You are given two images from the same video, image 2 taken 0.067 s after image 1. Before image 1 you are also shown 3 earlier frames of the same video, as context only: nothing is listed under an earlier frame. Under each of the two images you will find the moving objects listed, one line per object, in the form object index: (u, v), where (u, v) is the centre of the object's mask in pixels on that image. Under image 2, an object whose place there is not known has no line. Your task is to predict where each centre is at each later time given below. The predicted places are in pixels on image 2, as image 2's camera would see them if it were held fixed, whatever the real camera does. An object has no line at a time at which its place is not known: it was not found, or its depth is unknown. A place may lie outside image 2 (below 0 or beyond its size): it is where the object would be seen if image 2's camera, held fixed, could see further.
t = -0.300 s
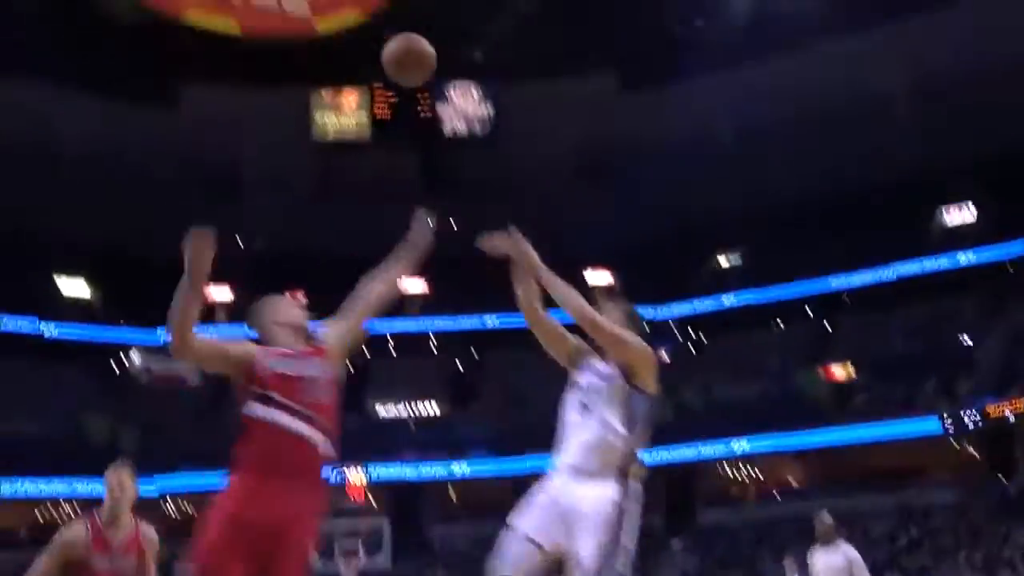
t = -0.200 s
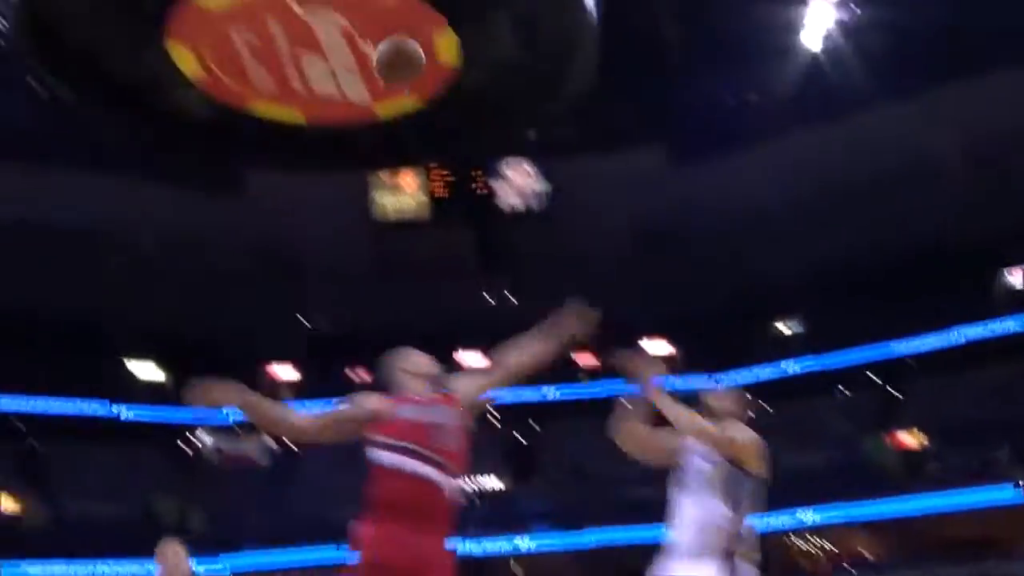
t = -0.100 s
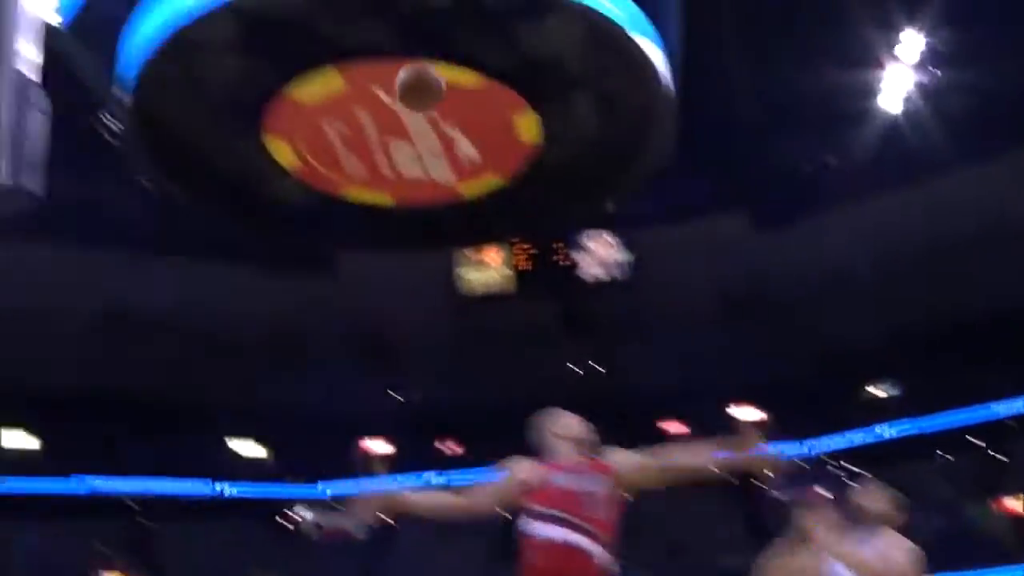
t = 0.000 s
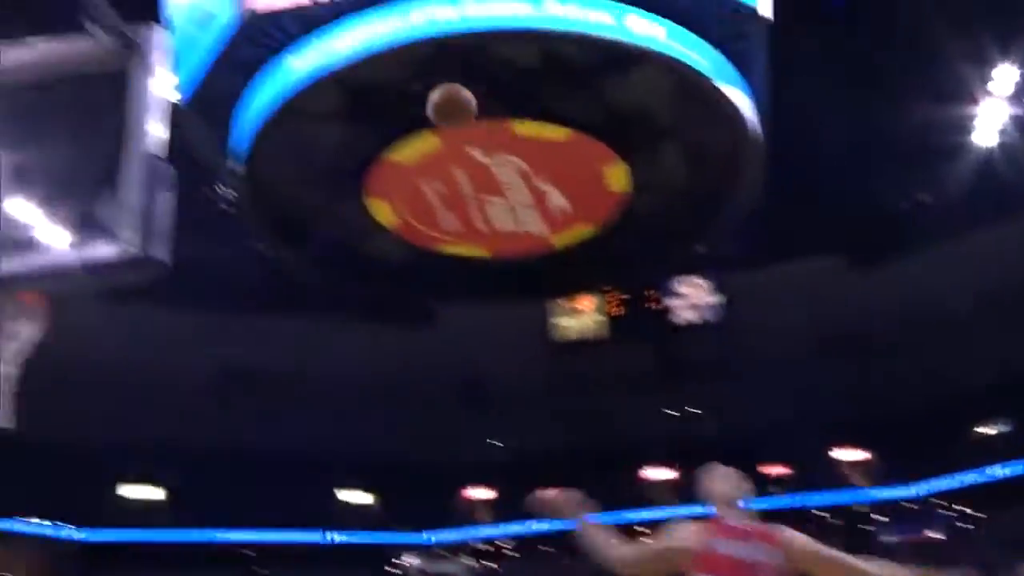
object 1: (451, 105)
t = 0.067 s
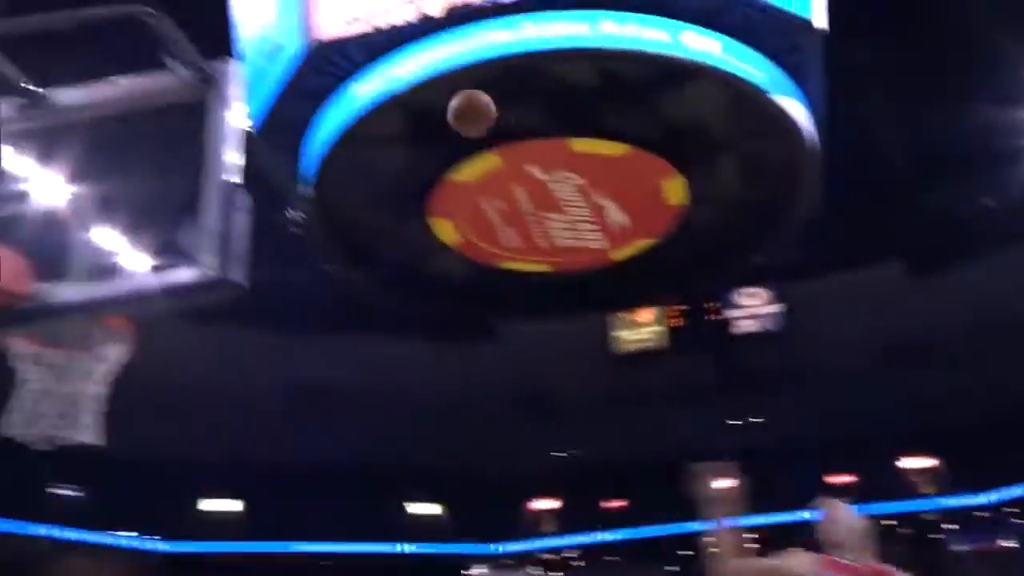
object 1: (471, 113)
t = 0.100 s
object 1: (452, 107)
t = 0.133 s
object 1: (432, 104)
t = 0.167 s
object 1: (410, 102)
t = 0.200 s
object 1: (390, 103)
